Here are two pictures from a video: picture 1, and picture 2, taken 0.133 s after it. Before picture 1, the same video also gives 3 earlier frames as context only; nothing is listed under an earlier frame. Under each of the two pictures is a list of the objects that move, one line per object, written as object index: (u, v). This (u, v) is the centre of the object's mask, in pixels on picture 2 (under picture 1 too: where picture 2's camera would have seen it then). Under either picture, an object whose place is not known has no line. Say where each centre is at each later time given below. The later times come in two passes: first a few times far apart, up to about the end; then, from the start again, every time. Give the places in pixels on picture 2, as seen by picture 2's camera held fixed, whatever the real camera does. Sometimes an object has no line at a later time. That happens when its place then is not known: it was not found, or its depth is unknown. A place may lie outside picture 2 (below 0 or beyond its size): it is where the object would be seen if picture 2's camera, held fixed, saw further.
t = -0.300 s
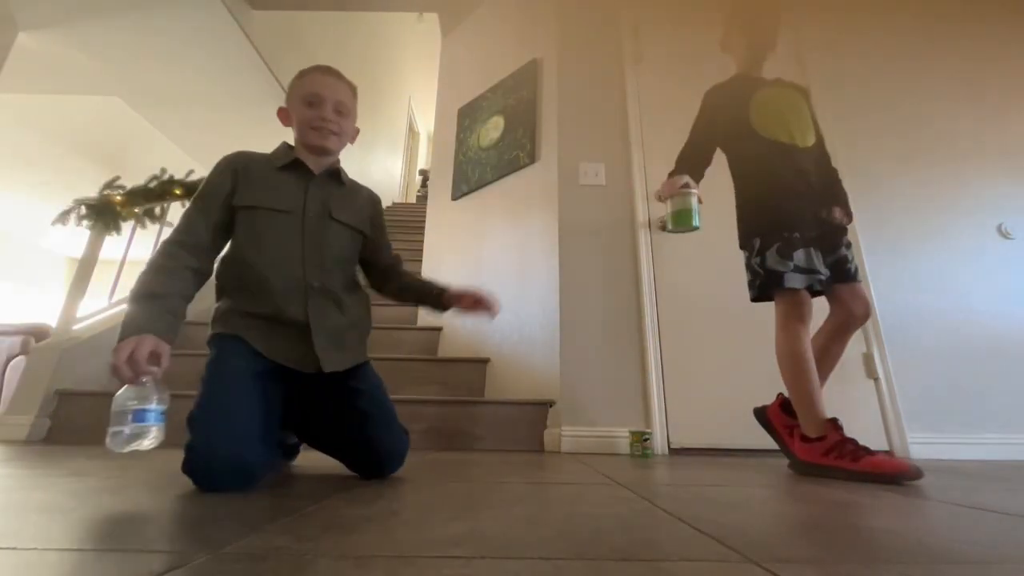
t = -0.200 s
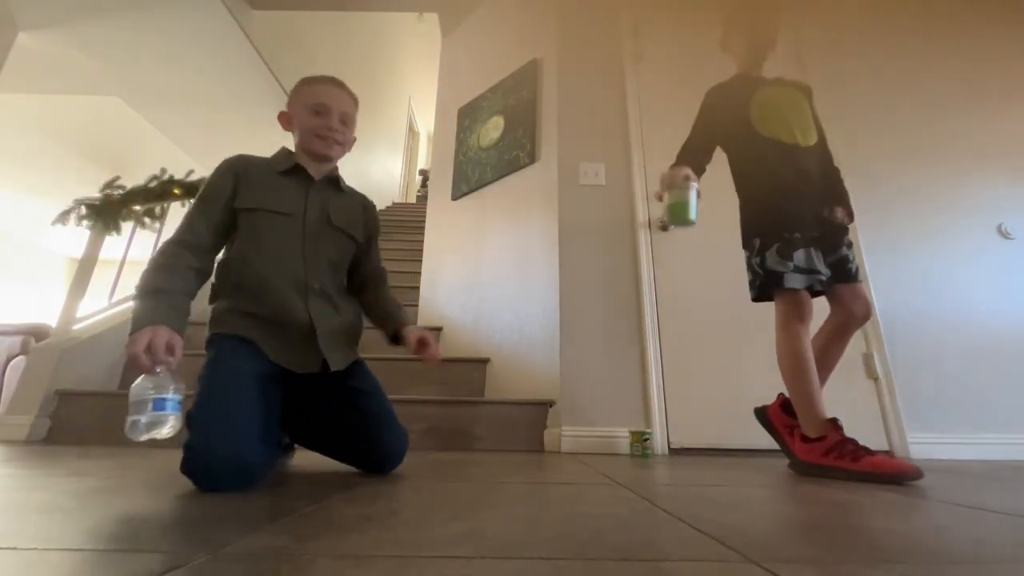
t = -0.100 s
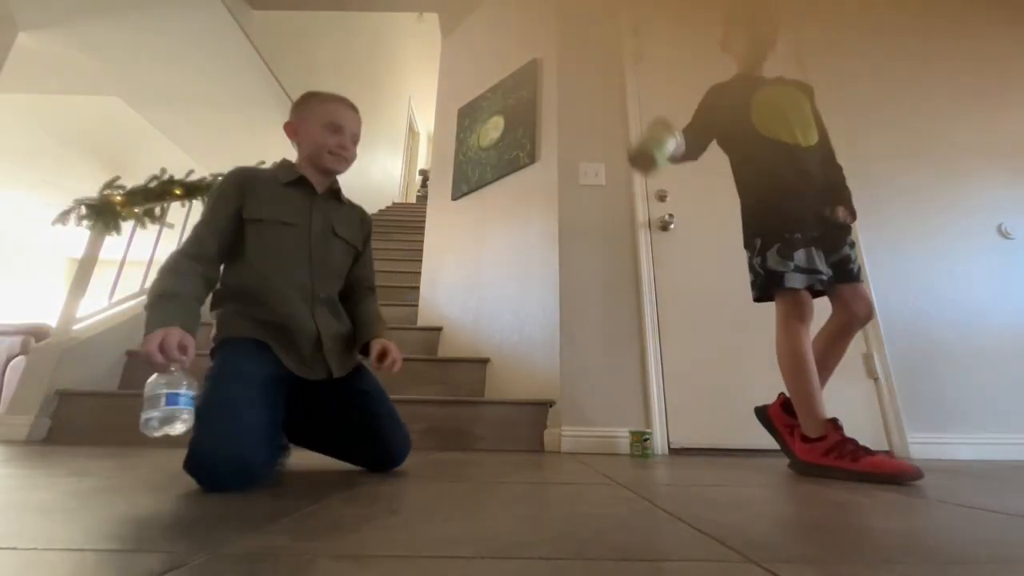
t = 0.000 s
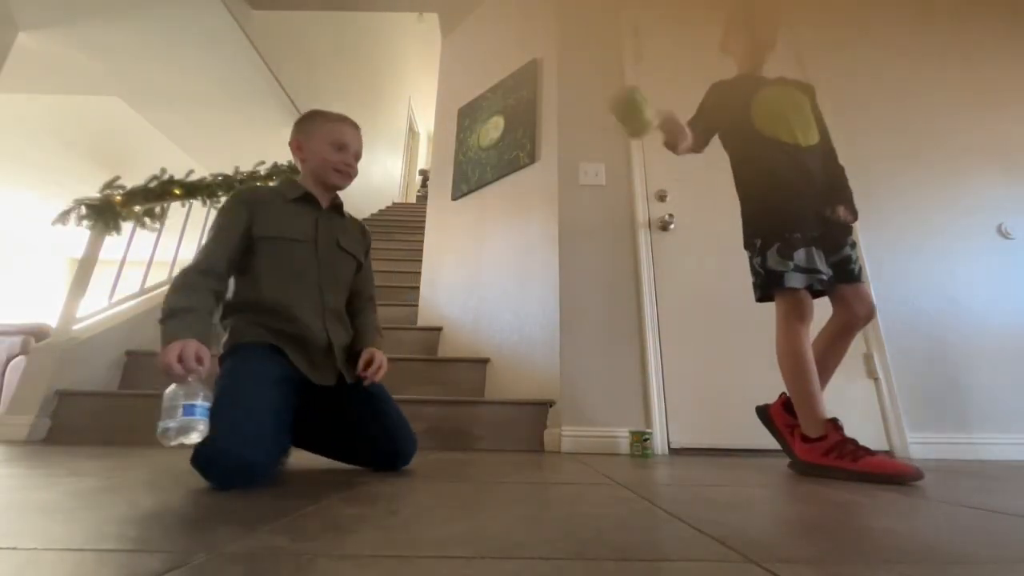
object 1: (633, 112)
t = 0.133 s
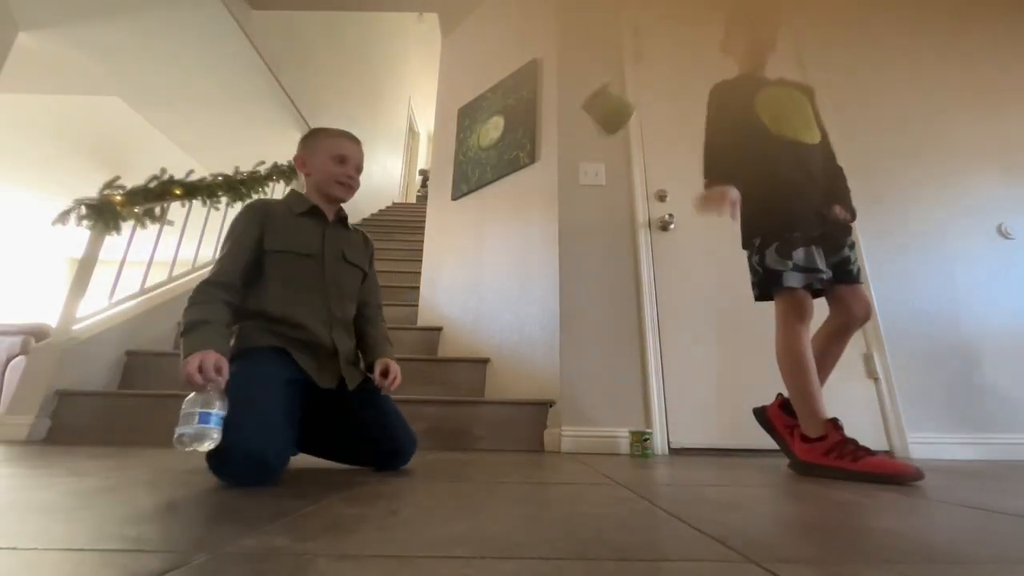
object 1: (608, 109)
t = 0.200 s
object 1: (600, 141)
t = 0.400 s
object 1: (545, 472)
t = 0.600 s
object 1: (504, 468)
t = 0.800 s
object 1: (470, 464)
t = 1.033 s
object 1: (456, 461)
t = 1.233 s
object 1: (463, 458)
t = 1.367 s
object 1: (478, 459)
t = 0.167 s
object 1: (602, 119)
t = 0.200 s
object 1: (600, 141)
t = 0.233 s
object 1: (594, 169)
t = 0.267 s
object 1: (586, 207)
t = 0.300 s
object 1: (577, 254)
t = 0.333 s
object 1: (570, 311)
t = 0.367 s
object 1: (554, 381)
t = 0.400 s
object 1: (545, 472)
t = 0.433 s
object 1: (537, 475)
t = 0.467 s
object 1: (526, 470)
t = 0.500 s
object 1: (519, 471)
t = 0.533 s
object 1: (512, 469)
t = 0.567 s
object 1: (508, 468)
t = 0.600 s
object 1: (504, 468)
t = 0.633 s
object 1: (500, 469)
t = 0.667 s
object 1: (496, 472)
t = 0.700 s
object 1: (489, 472)
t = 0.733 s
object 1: (481, 467)
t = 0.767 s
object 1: (474, 465)
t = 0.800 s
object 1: (470, 464)
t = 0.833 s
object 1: (468, 464)
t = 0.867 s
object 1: (467, 464)
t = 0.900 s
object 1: (467, 467)
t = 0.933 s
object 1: (466, 470)
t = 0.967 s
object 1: (461, 463)
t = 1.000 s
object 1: (457, 460)
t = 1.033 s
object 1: (456, 461)
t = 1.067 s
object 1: (457, 462)
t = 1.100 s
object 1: (460, 465)
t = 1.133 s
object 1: (464, 468)
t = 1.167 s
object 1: (463, 461)
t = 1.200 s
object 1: (462, 458)
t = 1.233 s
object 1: (463, 458)
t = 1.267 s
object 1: (467, 460)
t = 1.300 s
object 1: (472, 465)
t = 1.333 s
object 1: (476, 464)
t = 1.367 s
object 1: (478, 459)
